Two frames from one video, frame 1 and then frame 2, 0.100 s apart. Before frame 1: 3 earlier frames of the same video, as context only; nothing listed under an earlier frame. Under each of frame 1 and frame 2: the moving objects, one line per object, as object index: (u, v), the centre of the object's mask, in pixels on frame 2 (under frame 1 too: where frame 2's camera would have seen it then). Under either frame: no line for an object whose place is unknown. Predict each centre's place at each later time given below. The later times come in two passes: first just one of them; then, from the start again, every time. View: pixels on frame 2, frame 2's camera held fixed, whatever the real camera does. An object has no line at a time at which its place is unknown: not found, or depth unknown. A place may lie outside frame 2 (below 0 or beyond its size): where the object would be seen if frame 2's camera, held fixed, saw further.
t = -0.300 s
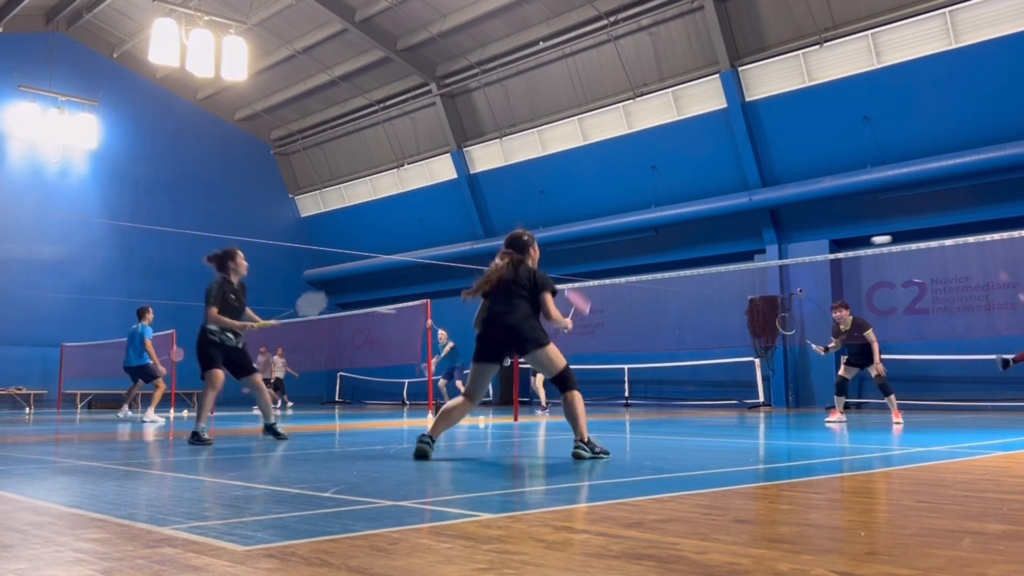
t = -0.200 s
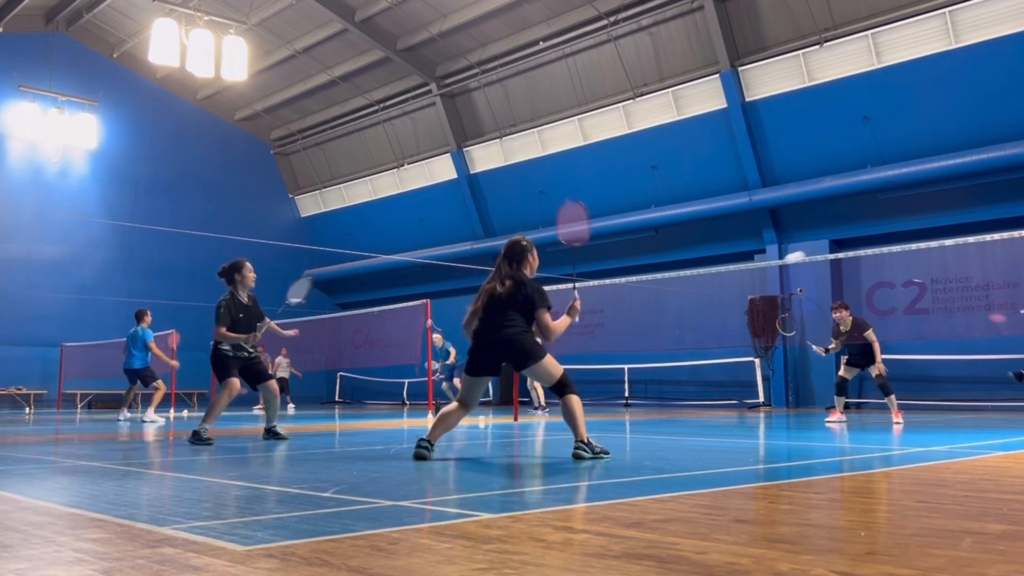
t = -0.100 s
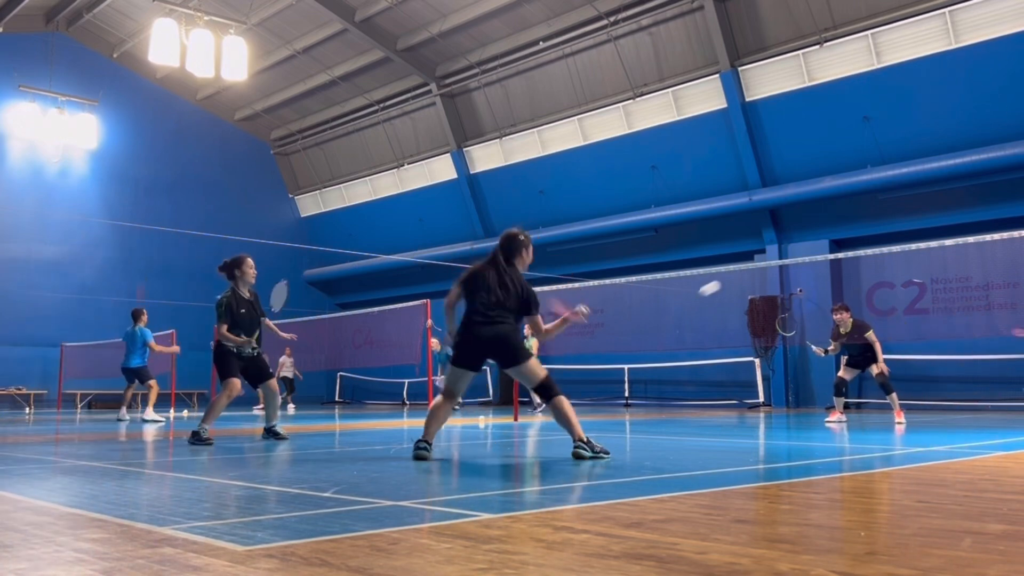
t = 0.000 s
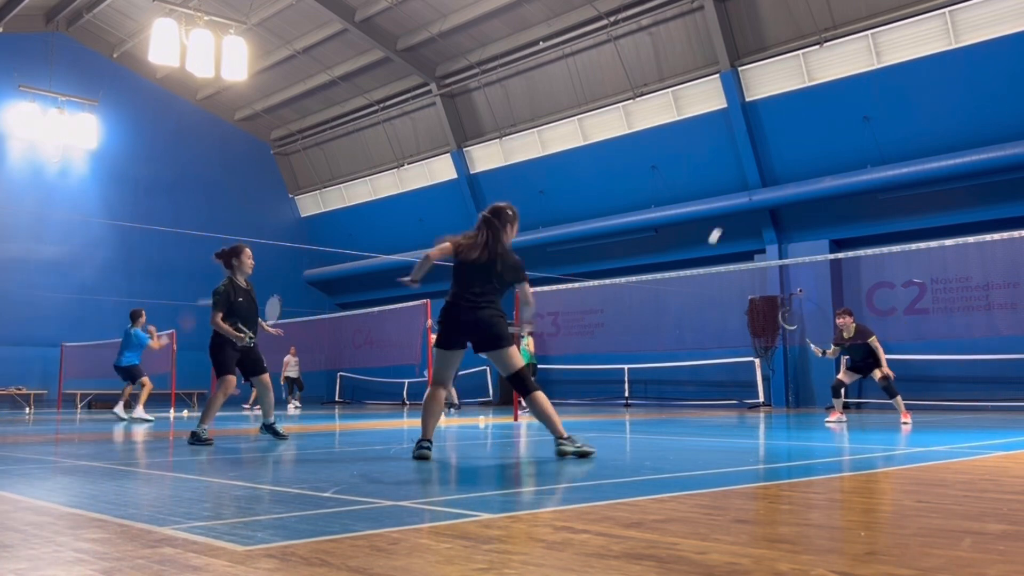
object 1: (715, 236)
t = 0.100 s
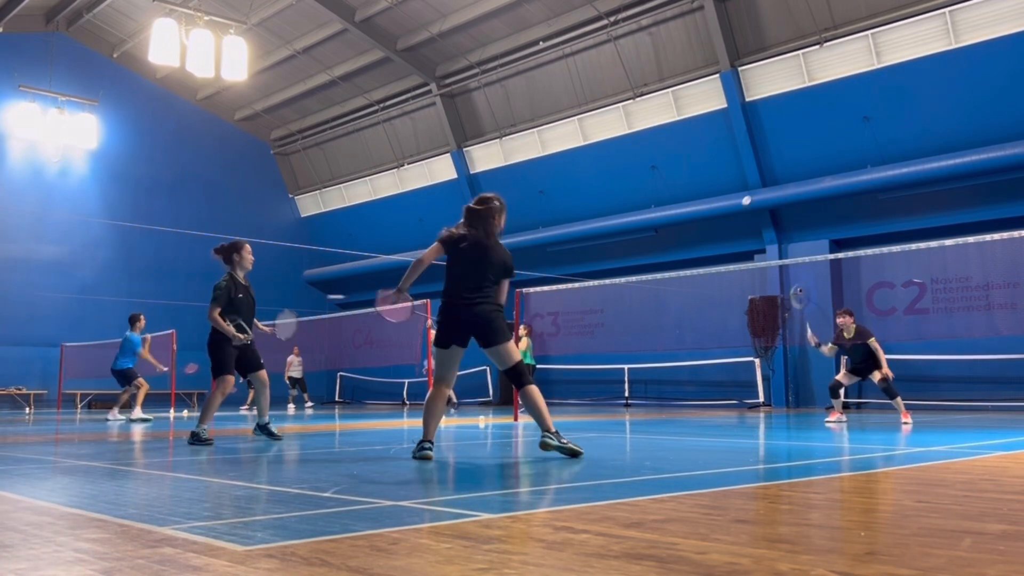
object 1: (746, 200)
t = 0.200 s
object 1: (761, 189)
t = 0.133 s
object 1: (752, 195)
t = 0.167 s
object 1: (757, 191)
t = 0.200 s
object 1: (761, 189)
